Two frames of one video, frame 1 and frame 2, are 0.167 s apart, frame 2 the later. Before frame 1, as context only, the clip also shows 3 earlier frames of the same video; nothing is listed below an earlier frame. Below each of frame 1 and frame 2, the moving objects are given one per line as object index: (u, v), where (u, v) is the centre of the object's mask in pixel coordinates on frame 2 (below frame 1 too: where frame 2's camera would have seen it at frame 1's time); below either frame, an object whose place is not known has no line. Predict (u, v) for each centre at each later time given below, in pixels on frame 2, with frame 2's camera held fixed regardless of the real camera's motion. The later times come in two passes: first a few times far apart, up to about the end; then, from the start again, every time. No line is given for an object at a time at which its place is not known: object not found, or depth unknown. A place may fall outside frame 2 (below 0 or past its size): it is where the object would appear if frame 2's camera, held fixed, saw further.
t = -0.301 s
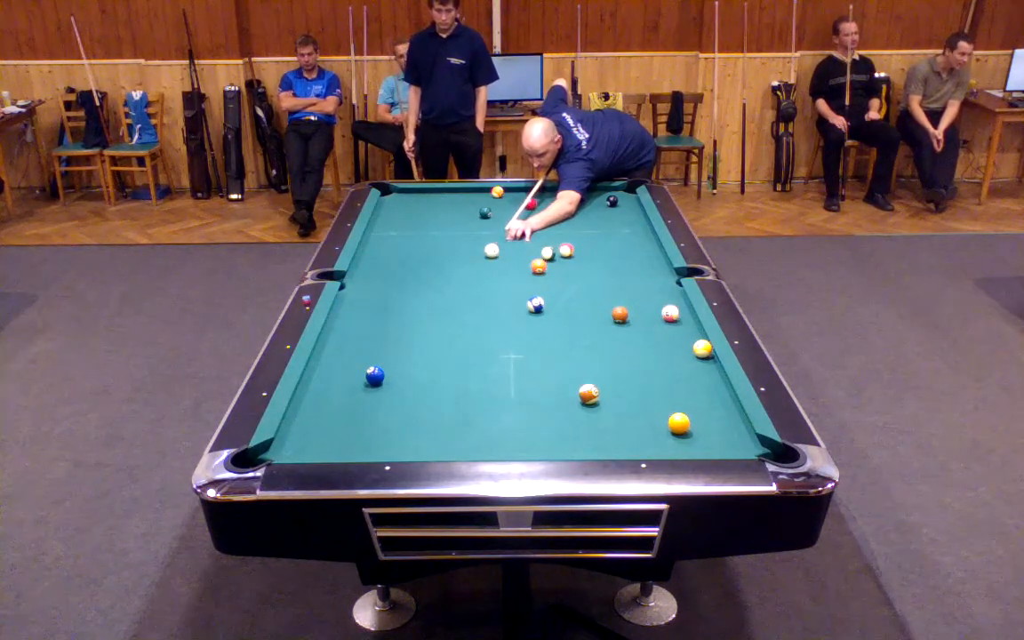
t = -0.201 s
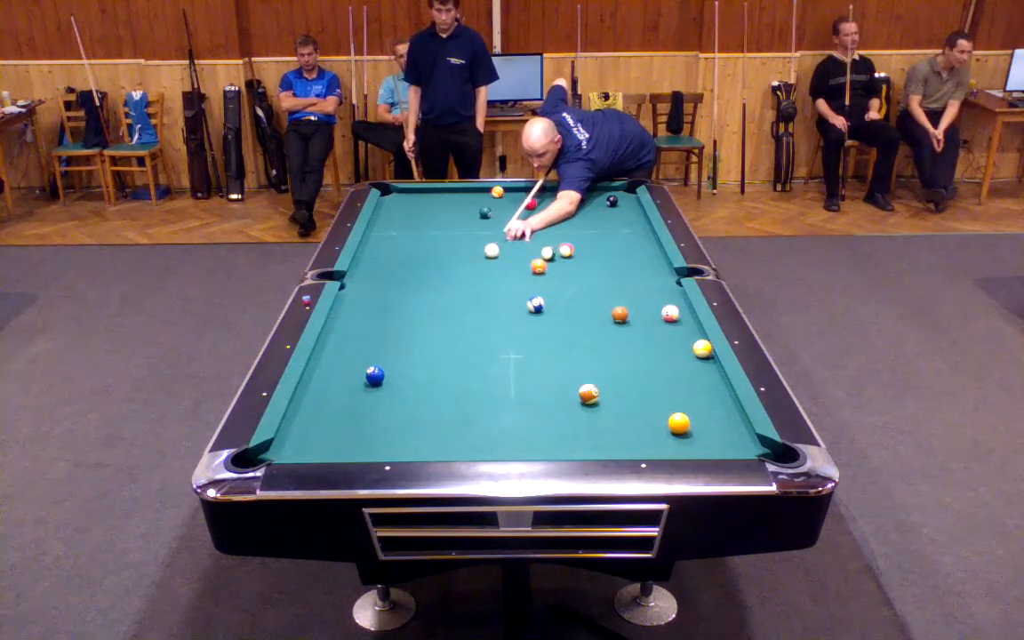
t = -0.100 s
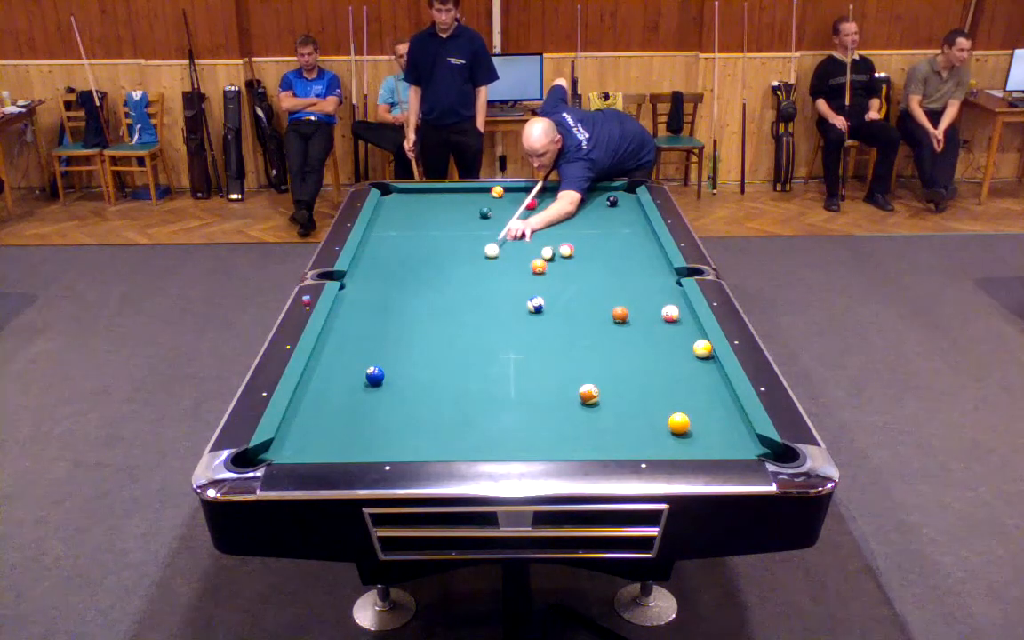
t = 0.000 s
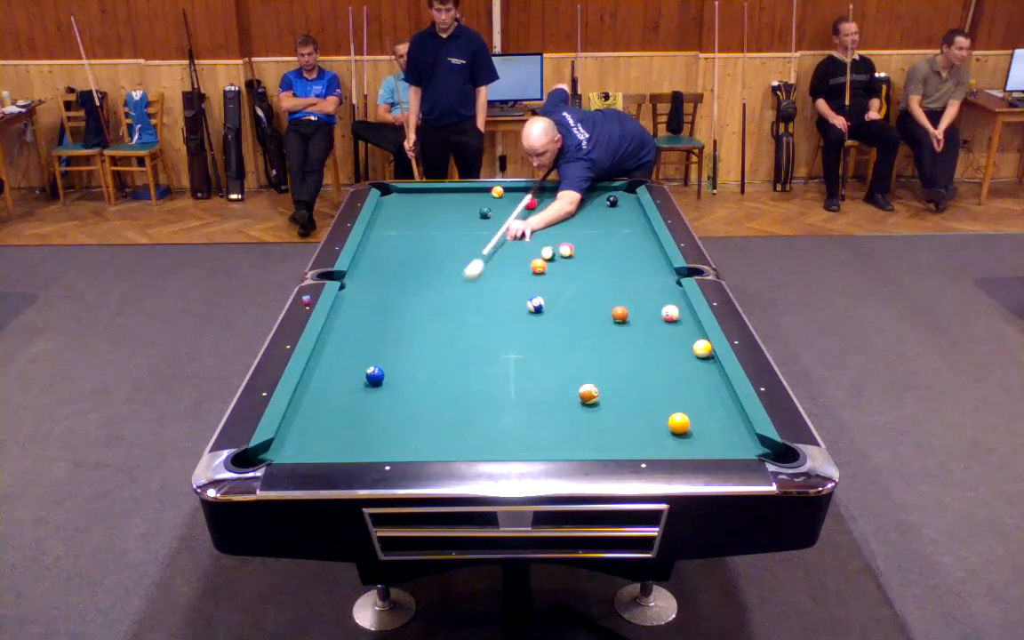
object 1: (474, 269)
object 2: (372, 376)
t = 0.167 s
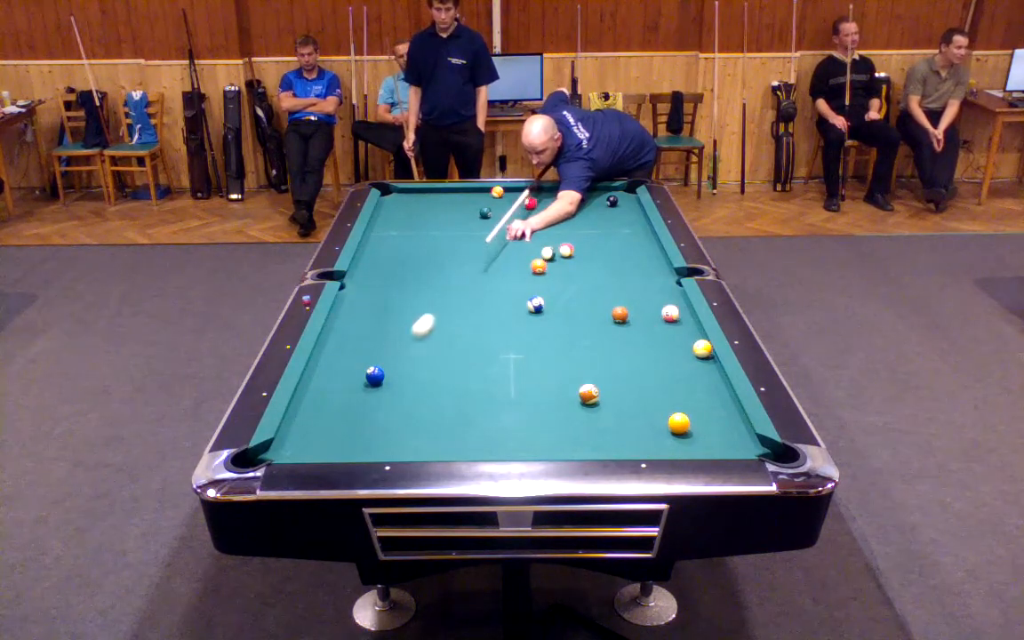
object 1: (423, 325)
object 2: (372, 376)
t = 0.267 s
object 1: (388, 365)
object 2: (370, 377)
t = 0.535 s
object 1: (409, 393)
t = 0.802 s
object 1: (411, 440)
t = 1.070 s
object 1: (422, 424)
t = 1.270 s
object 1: (430, 403)
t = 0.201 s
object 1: (411, 338)
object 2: (372, 376)
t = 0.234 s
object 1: (399, 352)
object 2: (372, 376)
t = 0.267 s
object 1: (388, 365)
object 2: (370, 377)
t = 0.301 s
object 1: (390, 369)
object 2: (352, 389)
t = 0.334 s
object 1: (394, 371)
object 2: (332, 404)
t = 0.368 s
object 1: (398, 374)
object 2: (310, 420)
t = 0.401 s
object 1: (401, 377)
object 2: (292, 436)
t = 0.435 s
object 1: (404, 380)
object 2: (268, 451)
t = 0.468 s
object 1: (406, 384)
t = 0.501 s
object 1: (407, 388)
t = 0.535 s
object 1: (409, 393)
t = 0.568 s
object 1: (409, 398)
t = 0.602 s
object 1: (409, 404)
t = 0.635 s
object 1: (410, 410)
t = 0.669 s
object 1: (410, 416)
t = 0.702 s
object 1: (410, 422)
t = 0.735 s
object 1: (410, 428)
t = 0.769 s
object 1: (410, 434)
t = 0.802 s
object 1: (411, 440)
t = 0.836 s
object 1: (411, 445)
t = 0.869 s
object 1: (413, 445)
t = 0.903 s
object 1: (414, 441)
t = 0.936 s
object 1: (416, 439)
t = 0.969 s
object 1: (417, 435)
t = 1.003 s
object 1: (419, 431)
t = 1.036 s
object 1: (420, 427)
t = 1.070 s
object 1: (422, 424)
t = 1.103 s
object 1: (424, 420)
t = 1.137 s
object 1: (425, 416)
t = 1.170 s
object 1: (426, 413)
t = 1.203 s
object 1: (428, 409)
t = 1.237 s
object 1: (429, 406)
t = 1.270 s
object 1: (430, 403)
